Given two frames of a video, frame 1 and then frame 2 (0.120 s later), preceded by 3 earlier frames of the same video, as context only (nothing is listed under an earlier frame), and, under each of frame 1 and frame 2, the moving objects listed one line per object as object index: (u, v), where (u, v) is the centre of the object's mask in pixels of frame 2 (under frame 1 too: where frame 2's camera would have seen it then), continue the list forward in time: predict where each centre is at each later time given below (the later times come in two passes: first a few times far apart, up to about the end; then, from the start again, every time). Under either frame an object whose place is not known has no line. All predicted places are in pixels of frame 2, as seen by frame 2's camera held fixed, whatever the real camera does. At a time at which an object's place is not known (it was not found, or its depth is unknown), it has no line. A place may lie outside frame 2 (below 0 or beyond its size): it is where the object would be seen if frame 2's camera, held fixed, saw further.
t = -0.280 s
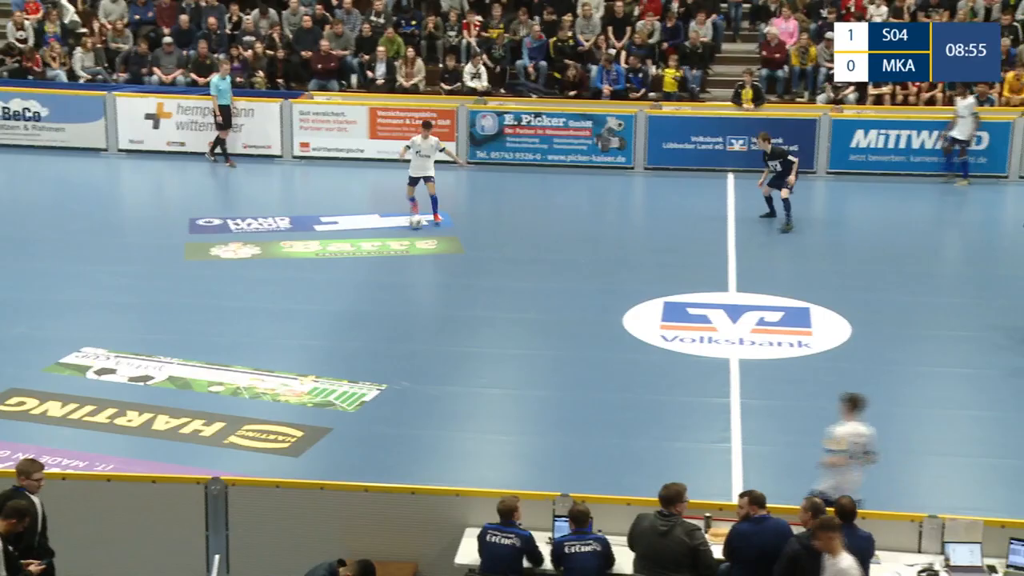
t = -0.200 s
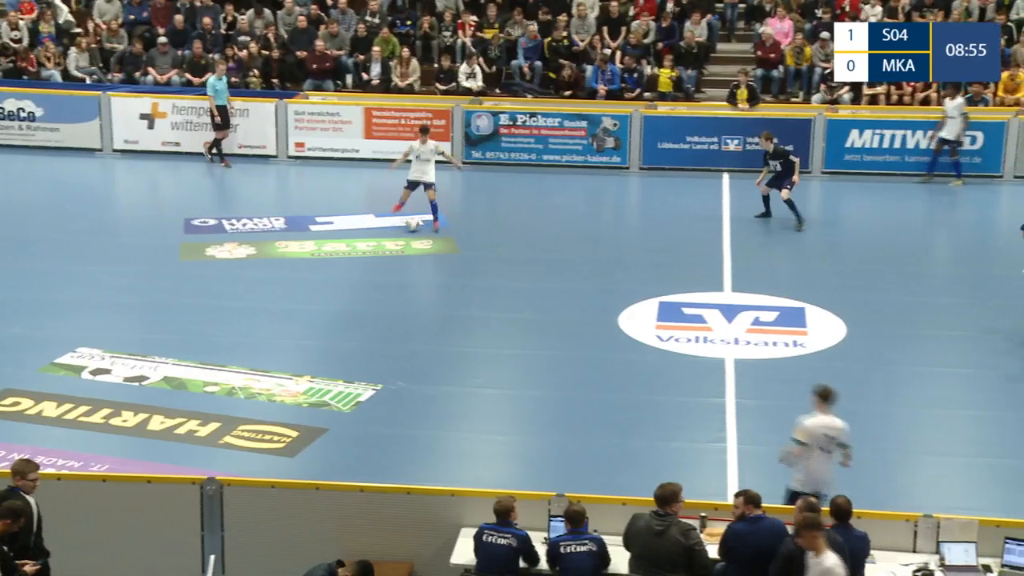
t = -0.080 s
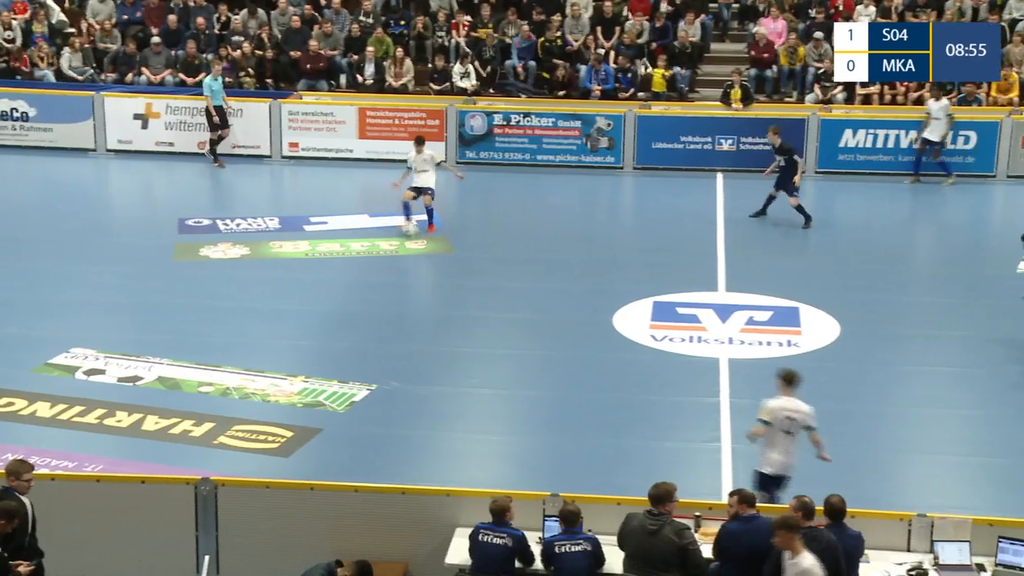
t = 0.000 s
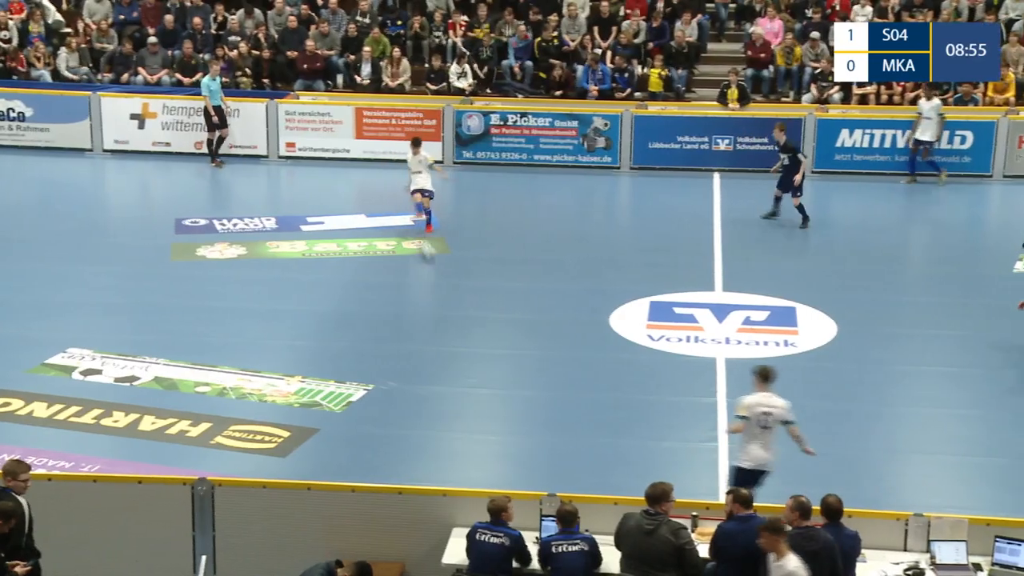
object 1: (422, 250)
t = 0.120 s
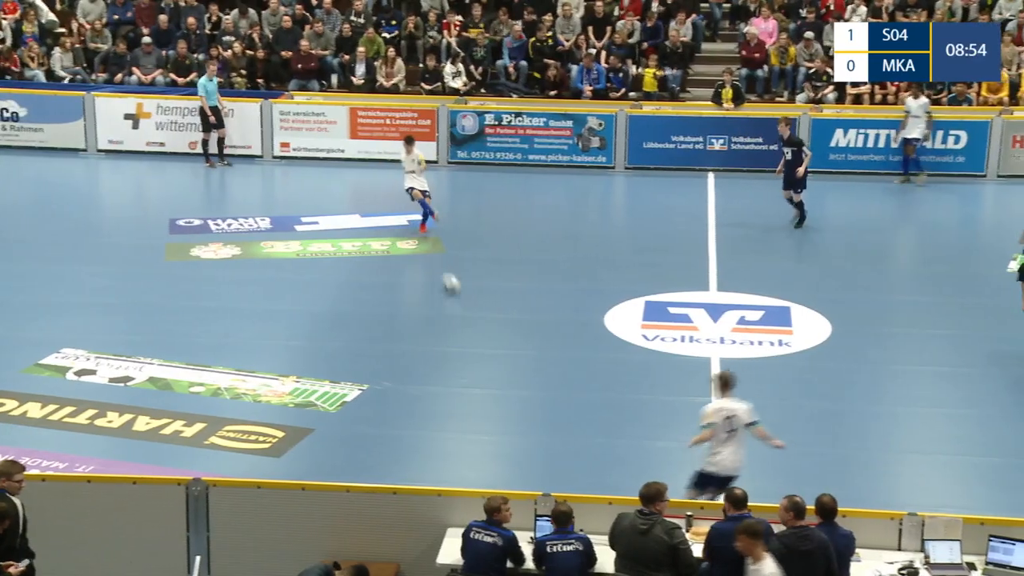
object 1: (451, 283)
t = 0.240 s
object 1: (482, 317)
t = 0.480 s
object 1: (543, 388)
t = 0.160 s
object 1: (462, 294)
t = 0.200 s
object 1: (473, 306)
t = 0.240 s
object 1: (482, 317)
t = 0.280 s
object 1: (491, 327)
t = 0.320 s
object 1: (503, 340)
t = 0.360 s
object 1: (513, 353)
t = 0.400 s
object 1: (522, 362)
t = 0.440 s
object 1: (533, 374)
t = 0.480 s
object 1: (543, 388)
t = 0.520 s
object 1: (553, 400)
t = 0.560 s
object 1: (564, 411)
